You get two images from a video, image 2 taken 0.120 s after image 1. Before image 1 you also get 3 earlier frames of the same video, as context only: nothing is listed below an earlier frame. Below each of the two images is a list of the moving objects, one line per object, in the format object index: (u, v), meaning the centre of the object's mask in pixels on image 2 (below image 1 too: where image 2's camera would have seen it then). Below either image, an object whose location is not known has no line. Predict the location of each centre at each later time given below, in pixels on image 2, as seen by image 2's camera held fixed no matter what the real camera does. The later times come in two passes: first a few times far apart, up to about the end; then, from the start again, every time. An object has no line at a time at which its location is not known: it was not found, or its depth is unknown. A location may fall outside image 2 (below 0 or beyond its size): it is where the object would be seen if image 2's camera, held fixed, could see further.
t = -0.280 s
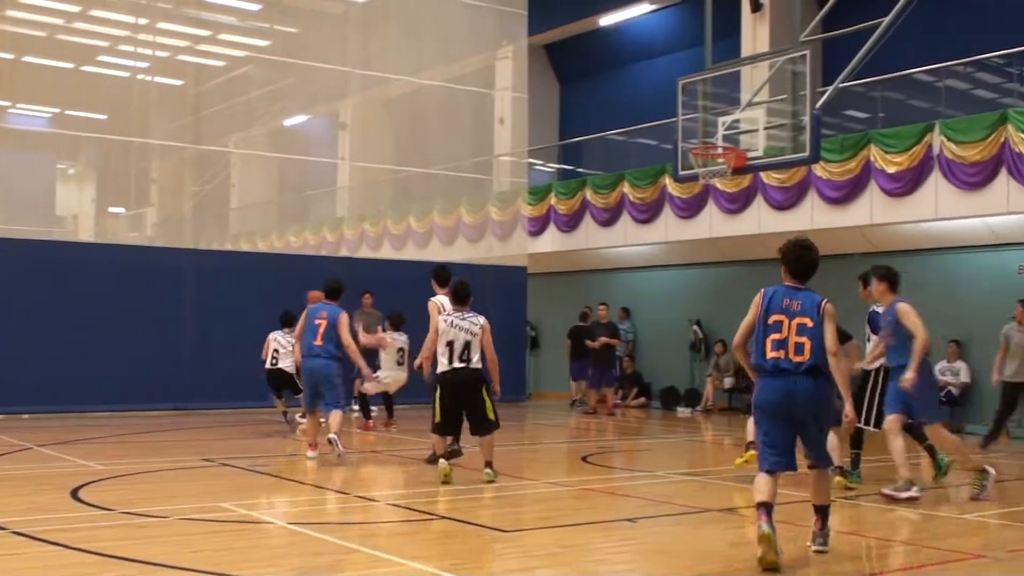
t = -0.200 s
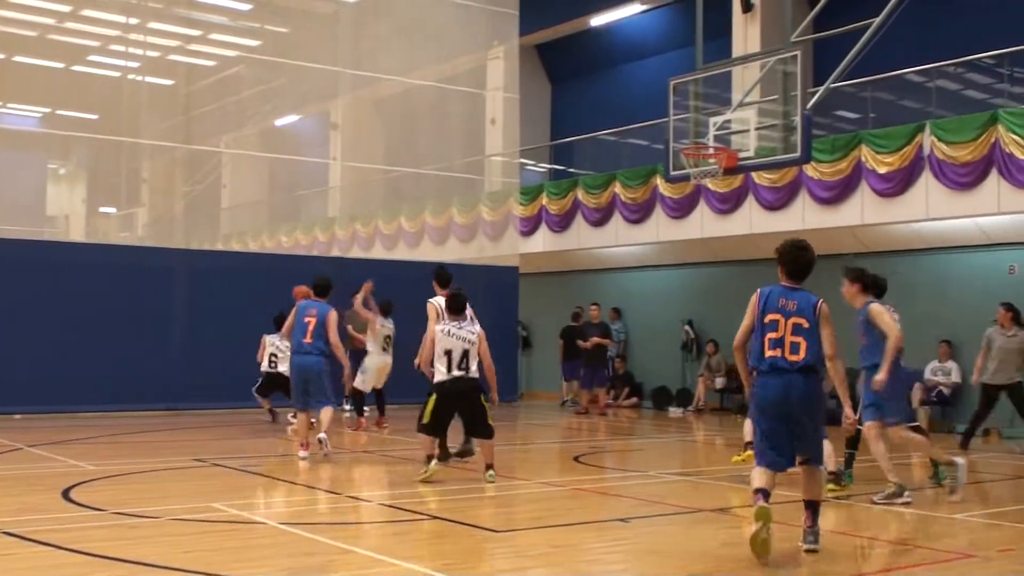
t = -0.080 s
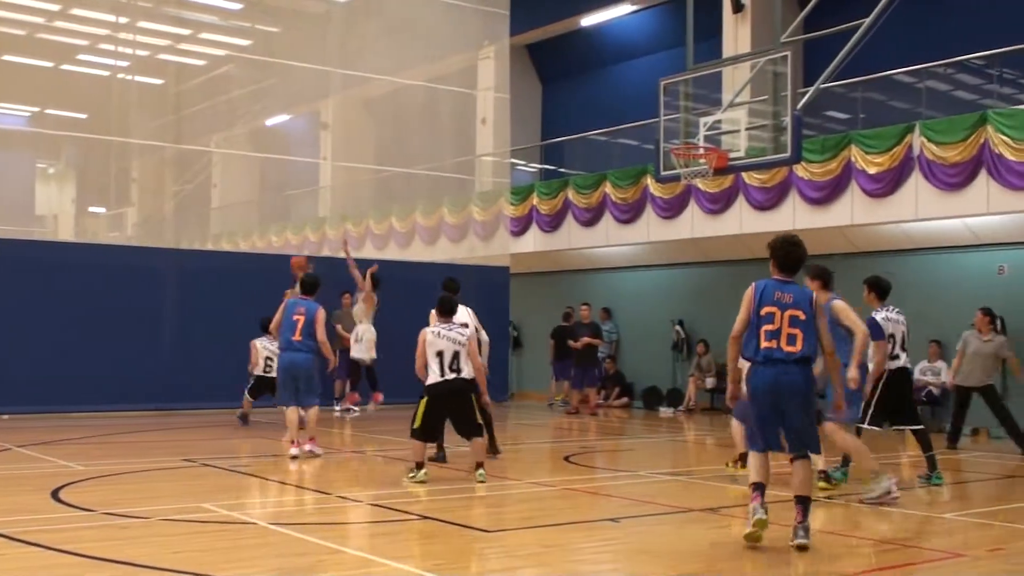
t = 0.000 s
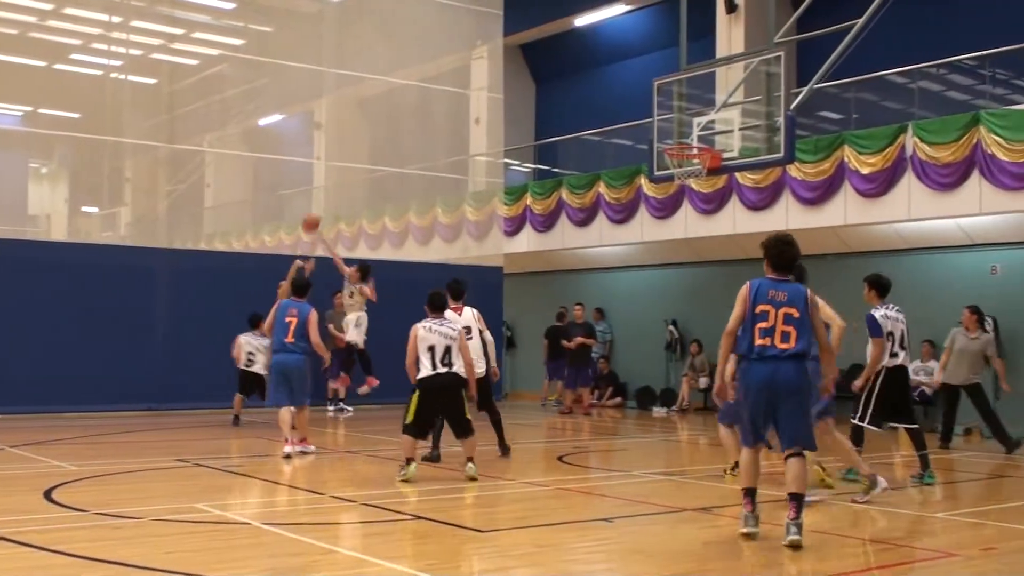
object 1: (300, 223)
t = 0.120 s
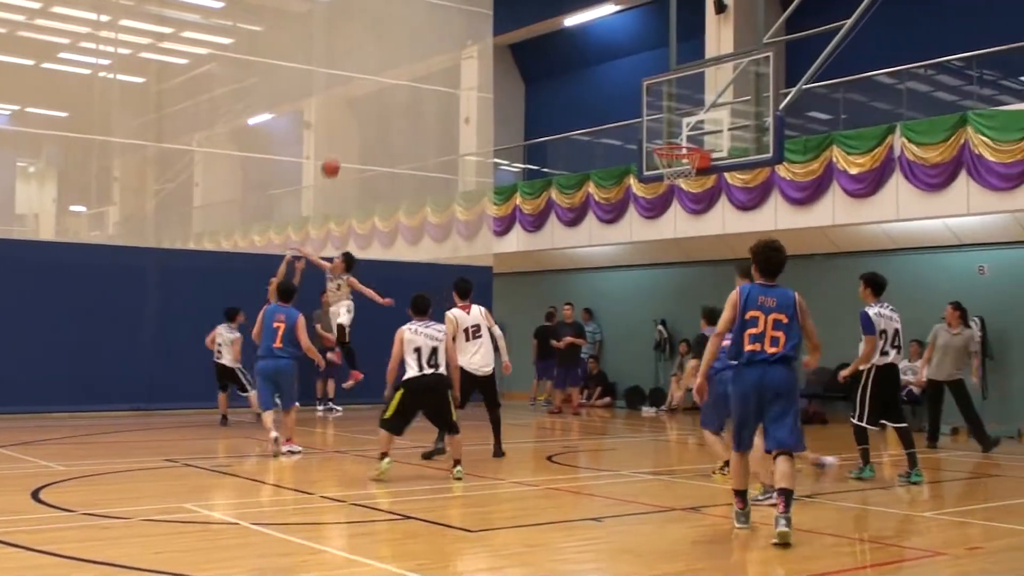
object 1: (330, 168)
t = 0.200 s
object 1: (351, 136)
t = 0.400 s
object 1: (405, 75)
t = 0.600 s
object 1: (462, 41)
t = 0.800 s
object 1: (523, 35)
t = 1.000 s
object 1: (591, 66)
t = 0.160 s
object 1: (340, 152)
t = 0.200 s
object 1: (351, 136)
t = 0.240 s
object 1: (361, 122)
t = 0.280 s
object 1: (372, 109)
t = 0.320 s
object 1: (383, 97)
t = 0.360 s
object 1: (394, 85)
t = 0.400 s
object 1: (405, 75)
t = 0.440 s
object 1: (416, 65)
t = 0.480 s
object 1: (427, 57)
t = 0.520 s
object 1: (439, 50)
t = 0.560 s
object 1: (451, 45)
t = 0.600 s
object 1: (462, 41)
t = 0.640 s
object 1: (474, 37)
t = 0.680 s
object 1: (487, 34)
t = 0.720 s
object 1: (499, 32)
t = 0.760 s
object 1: (511, 32)
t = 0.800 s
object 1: (523, 35)
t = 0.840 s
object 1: (536, 38)
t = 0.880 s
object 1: (550, 44)
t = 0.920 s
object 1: (563, 49)
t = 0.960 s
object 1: (577, 57)
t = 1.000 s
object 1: (591, 66)
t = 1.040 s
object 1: (605, 77)
